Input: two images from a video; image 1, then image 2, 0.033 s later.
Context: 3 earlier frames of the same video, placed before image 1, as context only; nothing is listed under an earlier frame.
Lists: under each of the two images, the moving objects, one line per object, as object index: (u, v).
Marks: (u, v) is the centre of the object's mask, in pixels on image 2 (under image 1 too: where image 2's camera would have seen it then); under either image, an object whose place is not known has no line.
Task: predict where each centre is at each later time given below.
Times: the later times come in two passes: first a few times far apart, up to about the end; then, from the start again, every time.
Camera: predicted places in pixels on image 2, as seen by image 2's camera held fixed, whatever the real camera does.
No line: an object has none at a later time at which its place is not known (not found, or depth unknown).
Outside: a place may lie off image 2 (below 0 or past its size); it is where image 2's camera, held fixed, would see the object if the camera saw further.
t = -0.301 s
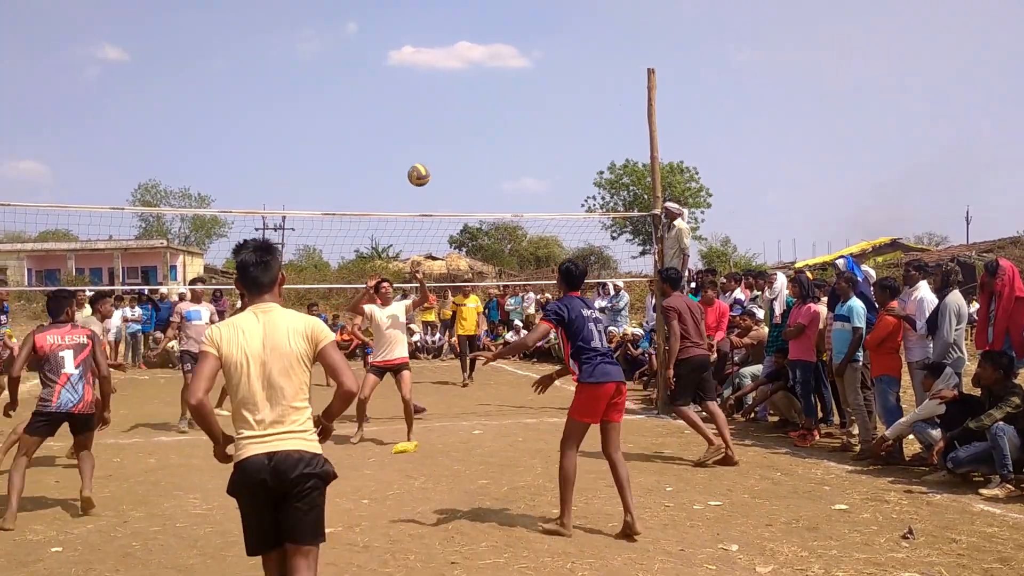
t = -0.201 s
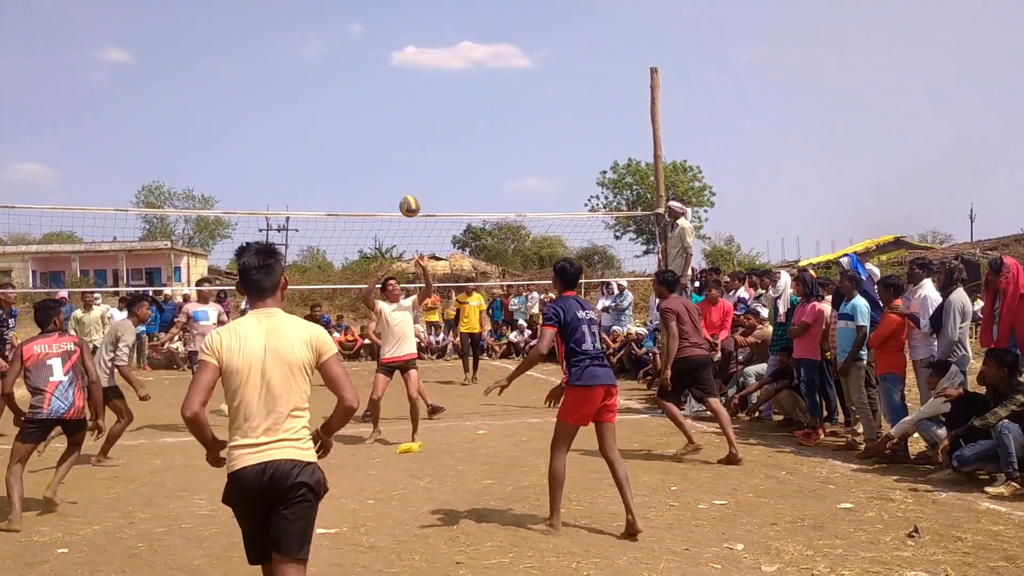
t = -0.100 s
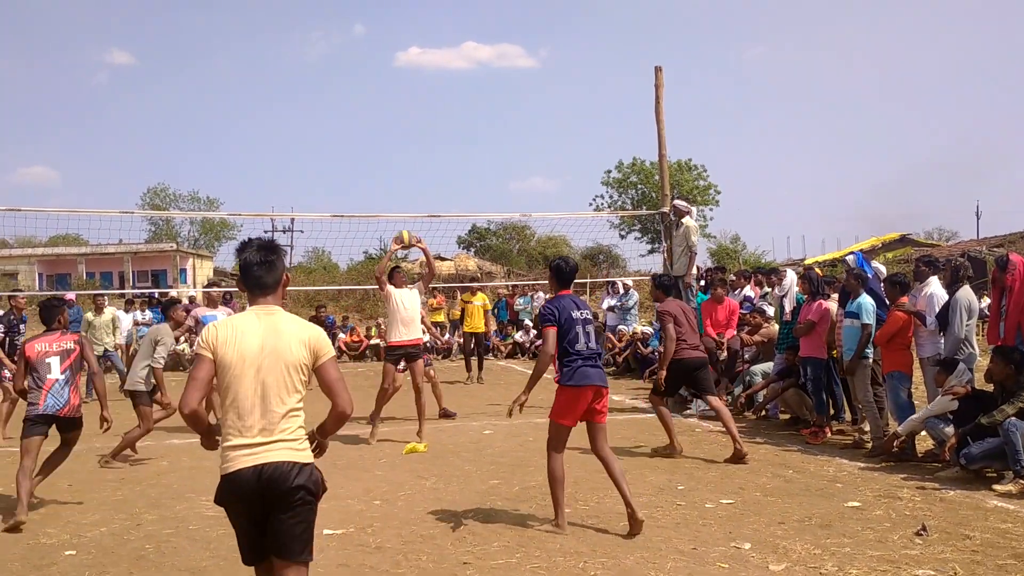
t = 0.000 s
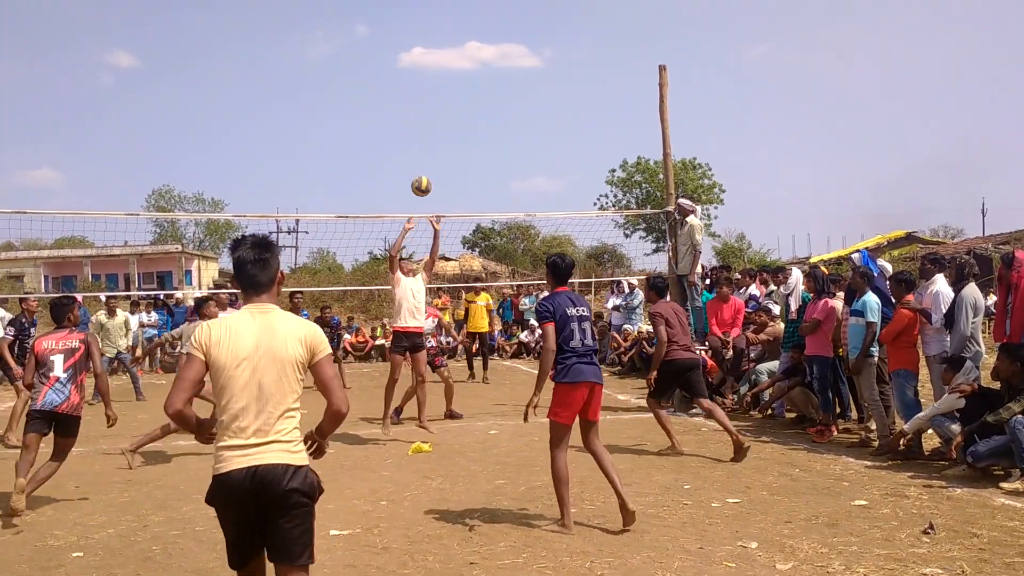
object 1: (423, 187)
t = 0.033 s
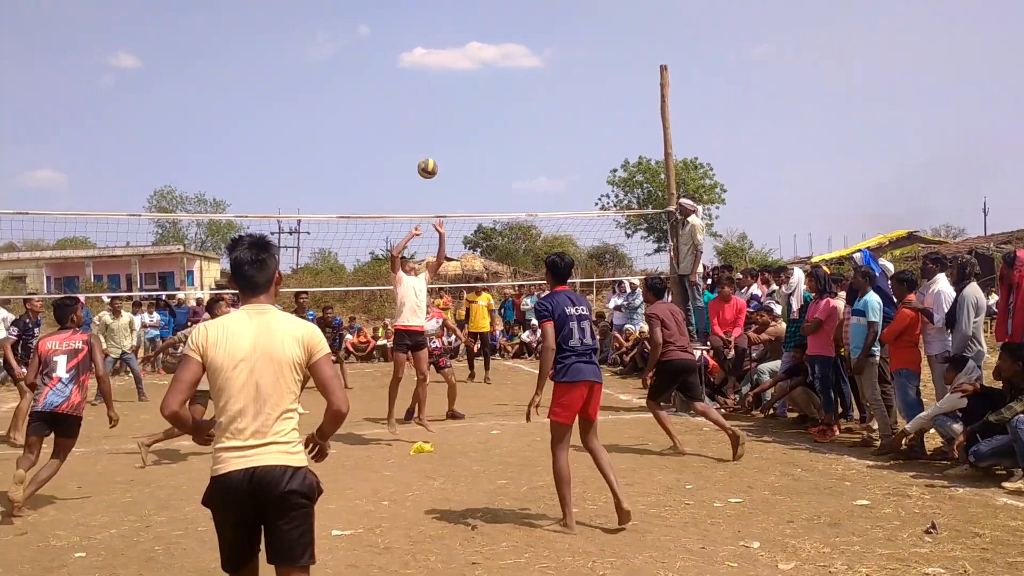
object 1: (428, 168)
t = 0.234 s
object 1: (457, 83)
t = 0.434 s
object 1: (488, 37)
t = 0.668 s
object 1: (524, 34)
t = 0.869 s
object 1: (554, 74)
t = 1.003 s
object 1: (573, 121)
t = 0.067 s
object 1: (432, 151)
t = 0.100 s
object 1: (437, 135)
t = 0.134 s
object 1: (442, 120)
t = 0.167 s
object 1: (447, 106)
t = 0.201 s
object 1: (452, 94)
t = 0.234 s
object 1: (457, 83)
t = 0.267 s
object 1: (463, 72)
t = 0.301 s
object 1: (468, 63)
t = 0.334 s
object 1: (473, 54)
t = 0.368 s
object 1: (478, 47)
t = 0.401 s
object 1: (483, 41)
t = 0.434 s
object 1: (488, 37)
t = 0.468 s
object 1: (493, 33)
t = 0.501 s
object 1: (498, 30)
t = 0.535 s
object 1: (503, 29)
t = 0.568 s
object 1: (508, 28)
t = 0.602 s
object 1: (513, 29)
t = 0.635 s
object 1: (518, 31)
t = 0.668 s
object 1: (524, 34)
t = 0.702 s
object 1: (529, 38)
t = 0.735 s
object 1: (534, 43)
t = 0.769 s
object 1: (539, 49)
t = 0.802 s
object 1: (544, 56)
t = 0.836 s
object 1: (549, 64)
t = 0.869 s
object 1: (554, 74)
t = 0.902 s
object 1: (559, 84)
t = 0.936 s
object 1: (564, 95)
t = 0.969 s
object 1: (568, 108)
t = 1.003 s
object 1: (573, 121)
